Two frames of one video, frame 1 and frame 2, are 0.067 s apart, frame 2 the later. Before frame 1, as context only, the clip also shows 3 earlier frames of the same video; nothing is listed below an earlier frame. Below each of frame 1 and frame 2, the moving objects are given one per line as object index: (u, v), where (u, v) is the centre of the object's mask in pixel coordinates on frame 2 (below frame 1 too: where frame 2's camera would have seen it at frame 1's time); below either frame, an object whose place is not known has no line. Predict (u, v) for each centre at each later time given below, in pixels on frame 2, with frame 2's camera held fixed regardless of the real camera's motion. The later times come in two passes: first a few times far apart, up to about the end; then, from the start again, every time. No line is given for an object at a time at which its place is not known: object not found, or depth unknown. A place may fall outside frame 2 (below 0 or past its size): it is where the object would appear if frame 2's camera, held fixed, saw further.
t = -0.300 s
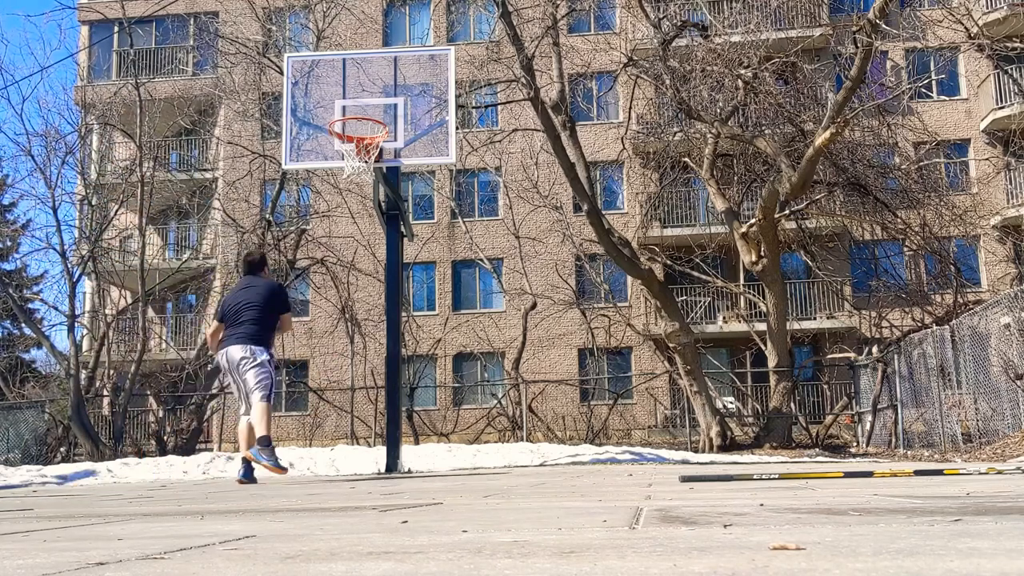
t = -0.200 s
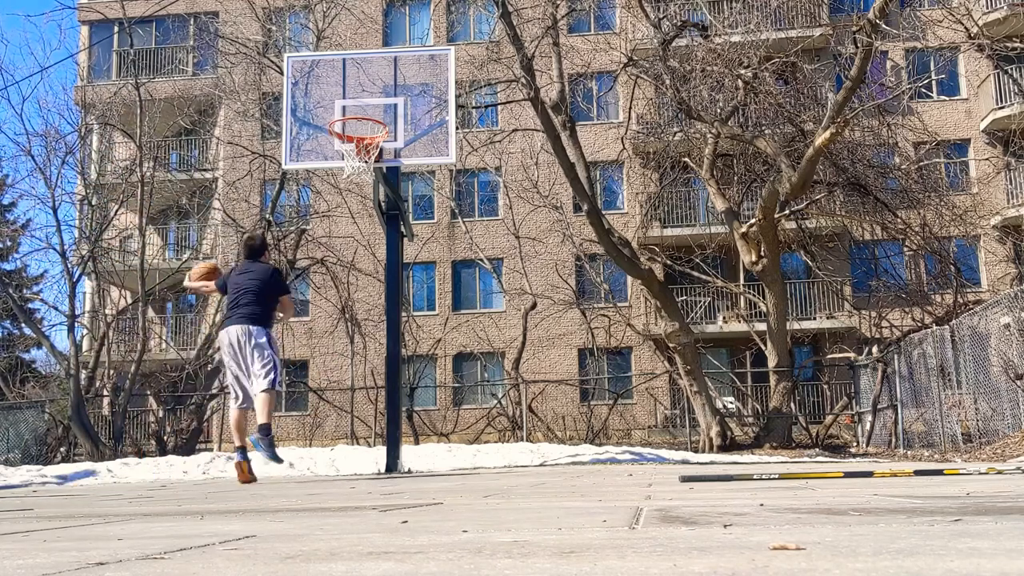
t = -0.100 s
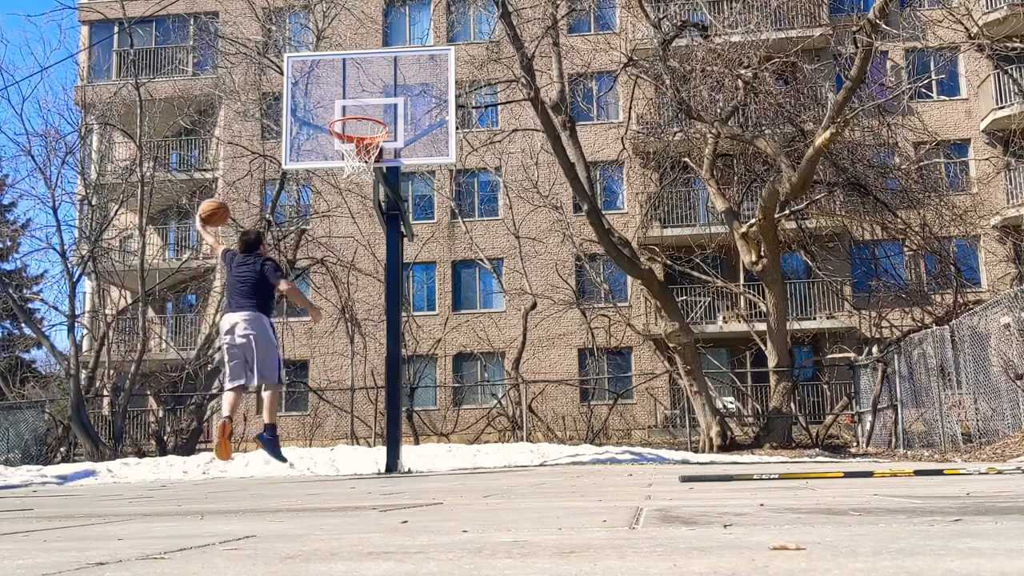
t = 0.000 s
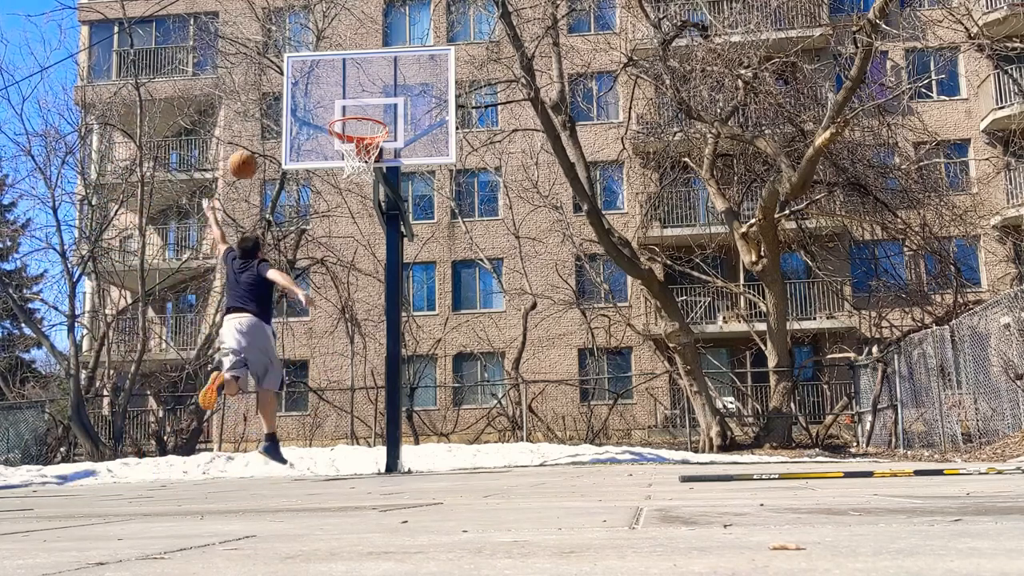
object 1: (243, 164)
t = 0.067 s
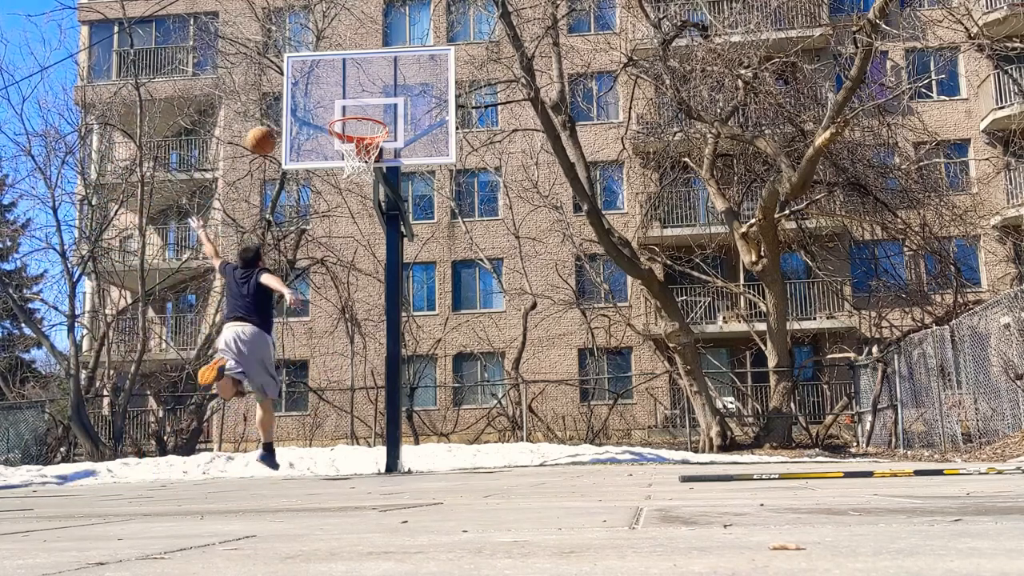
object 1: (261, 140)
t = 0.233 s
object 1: (305, 104)
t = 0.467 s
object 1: (342, 98)
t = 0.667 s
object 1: (369, 141)
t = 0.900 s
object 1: (370, 196)
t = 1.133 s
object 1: (367, 317)
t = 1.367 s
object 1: (357, 428)
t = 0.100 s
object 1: (270, 130)
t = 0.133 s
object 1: (279, 121)
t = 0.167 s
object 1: (287, 115)
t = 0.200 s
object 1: (296, 109)
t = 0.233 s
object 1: (305, 104)
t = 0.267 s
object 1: (313, 101)
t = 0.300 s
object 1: (320, 98)
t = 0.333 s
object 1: (324, 96)
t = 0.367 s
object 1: (328, 95)
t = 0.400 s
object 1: (333, 94)
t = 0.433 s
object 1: (337, 96)
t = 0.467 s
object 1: (342, 98)
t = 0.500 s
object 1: (346, 102)
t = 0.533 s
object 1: (350, 105)
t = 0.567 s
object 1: (356, 113)
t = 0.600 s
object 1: (359, 121)
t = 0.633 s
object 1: (365, 131)
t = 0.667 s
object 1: (369, 141)
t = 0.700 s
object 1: (372, 149)
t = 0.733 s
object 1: (375, 157)
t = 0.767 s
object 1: (372, 160)
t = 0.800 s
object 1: (372, 166)
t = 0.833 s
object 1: (371, 175)
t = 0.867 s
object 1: (370, 185)
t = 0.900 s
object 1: (370, 196)
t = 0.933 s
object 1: (370, 209)
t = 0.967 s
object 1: (369, 223)
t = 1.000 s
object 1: (369, 239)
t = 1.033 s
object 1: (368, 256)
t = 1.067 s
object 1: (367, 274)
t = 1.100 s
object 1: (367, 294)
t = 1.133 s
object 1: (367, 317)
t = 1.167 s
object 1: (365, 340)
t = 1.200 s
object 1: (365, 366)
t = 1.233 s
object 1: (364, 394)
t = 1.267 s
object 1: (364, 423)
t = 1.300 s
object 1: (364, 455)
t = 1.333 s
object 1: (362, 450)
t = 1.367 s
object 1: (357, 428)
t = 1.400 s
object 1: (354, 408)
